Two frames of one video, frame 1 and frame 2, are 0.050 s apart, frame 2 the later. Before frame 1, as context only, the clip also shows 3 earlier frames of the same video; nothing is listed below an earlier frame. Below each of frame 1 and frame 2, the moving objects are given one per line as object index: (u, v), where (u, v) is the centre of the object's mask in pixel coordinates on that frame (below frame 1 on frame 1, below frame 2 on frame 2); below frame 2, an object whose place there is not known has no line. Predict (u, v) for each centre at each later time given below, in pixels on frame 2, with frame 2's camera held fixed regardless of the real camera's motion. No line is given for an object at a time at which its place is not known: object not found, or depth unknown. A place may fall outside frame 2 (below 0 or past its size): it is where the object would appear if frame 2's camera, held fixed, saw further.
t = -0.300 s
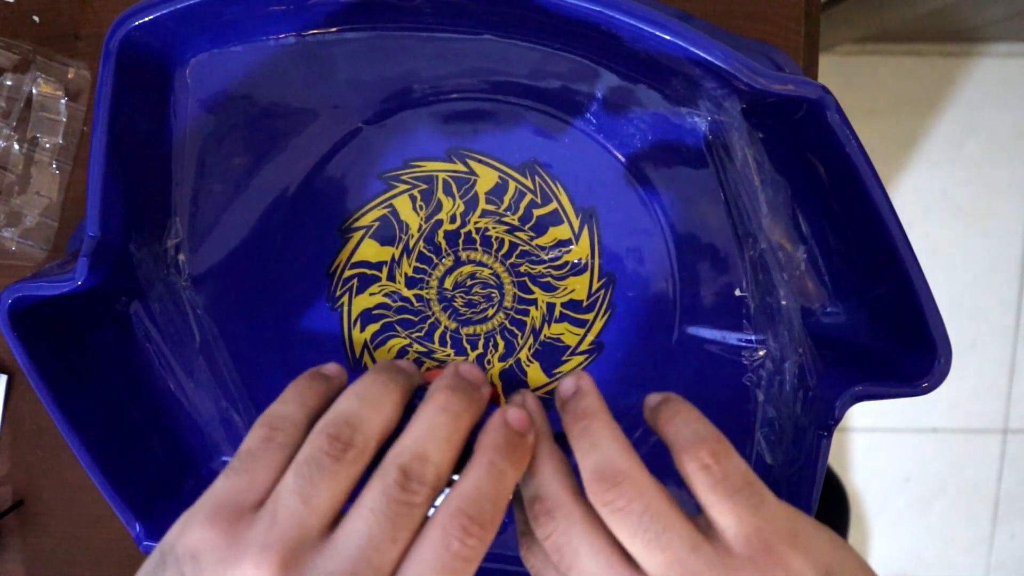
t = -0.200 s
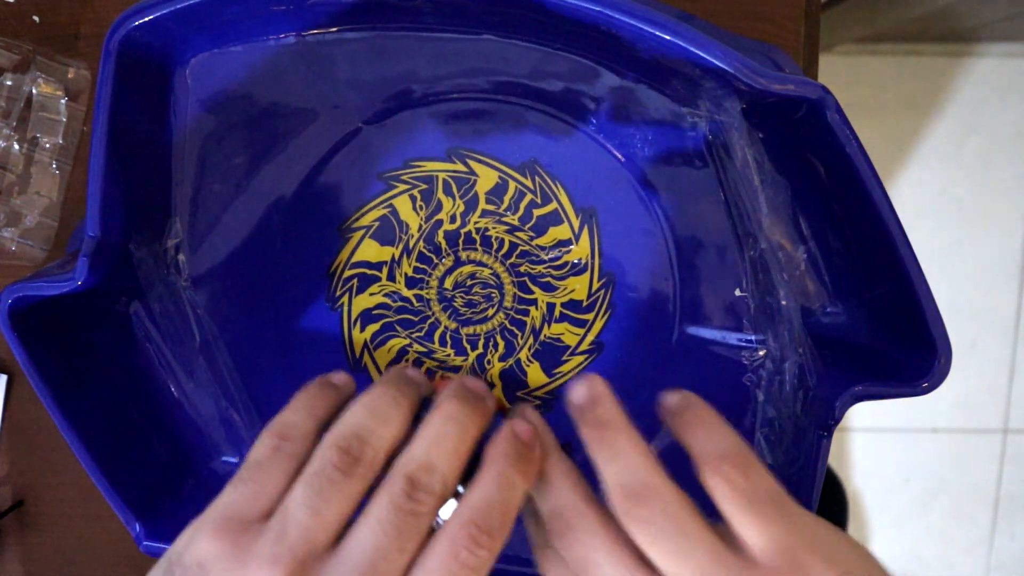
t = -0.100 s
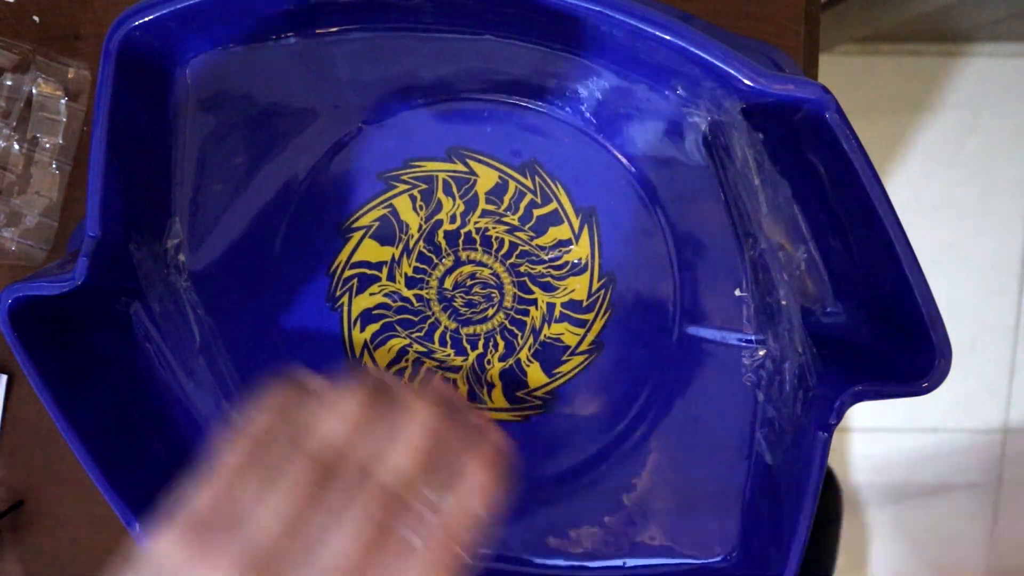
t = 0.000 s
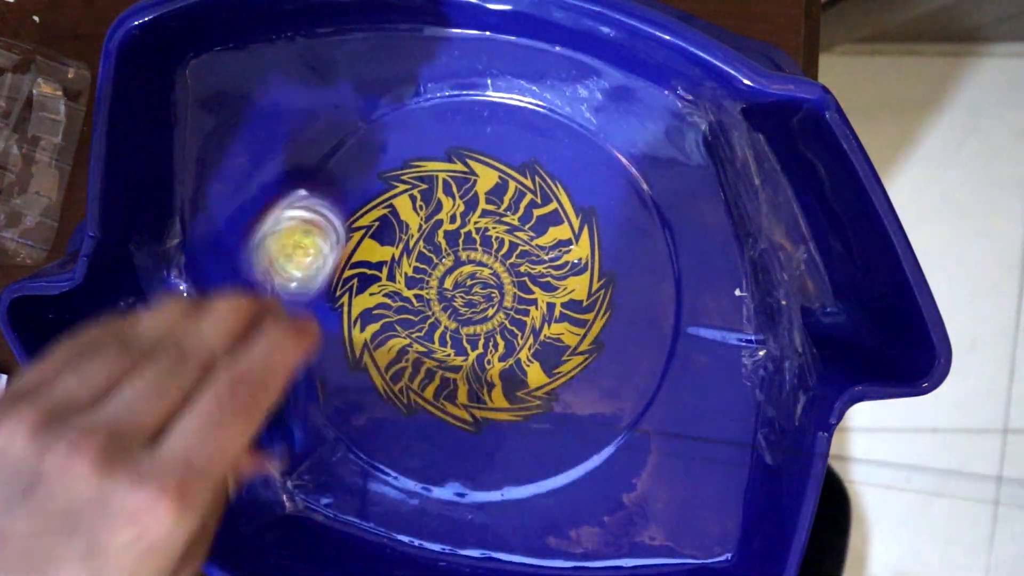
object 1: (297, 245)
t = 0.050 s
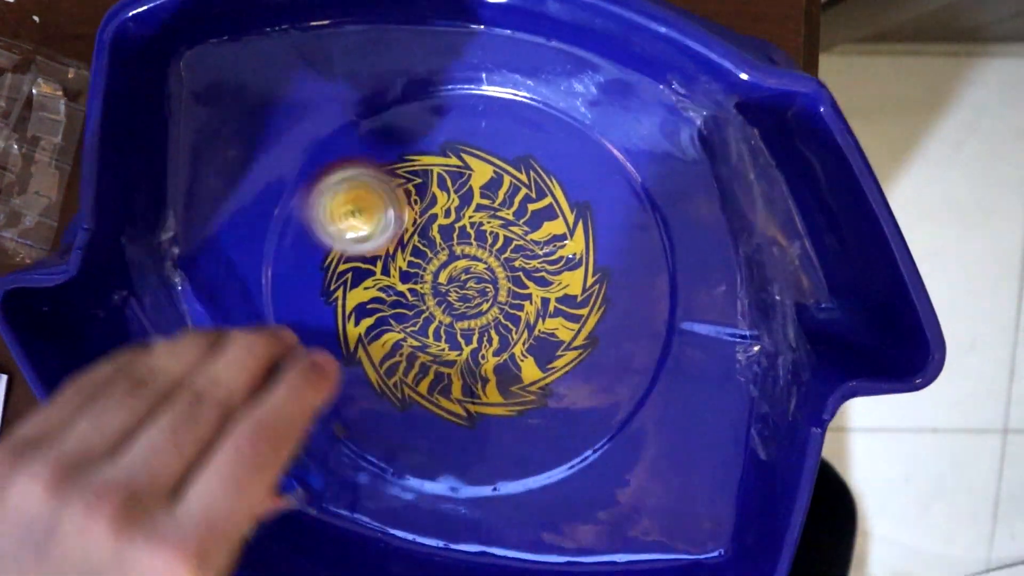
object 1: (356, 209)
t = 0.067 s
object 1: (379, 203)
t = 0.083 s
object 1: (403, 196)
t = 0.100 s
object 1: (431, 187)
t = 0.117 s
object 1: (460, 180)
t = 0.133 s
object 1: (488, 173)
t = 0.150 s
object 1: (515, 166)
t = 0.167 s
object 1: (543, 158)
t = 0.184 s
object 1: (568, 152)
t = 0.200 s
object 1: (585, 155)
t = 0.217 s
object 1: (601, 159)
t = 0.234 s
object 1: (617, 162)
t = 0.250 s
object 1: (633, 164)
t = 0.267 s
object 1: (647, 169)
